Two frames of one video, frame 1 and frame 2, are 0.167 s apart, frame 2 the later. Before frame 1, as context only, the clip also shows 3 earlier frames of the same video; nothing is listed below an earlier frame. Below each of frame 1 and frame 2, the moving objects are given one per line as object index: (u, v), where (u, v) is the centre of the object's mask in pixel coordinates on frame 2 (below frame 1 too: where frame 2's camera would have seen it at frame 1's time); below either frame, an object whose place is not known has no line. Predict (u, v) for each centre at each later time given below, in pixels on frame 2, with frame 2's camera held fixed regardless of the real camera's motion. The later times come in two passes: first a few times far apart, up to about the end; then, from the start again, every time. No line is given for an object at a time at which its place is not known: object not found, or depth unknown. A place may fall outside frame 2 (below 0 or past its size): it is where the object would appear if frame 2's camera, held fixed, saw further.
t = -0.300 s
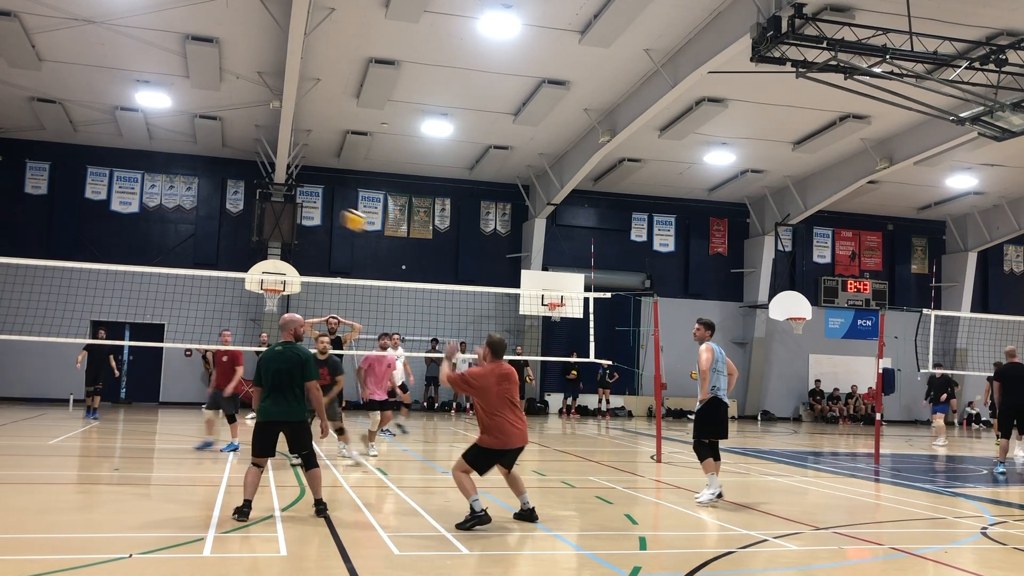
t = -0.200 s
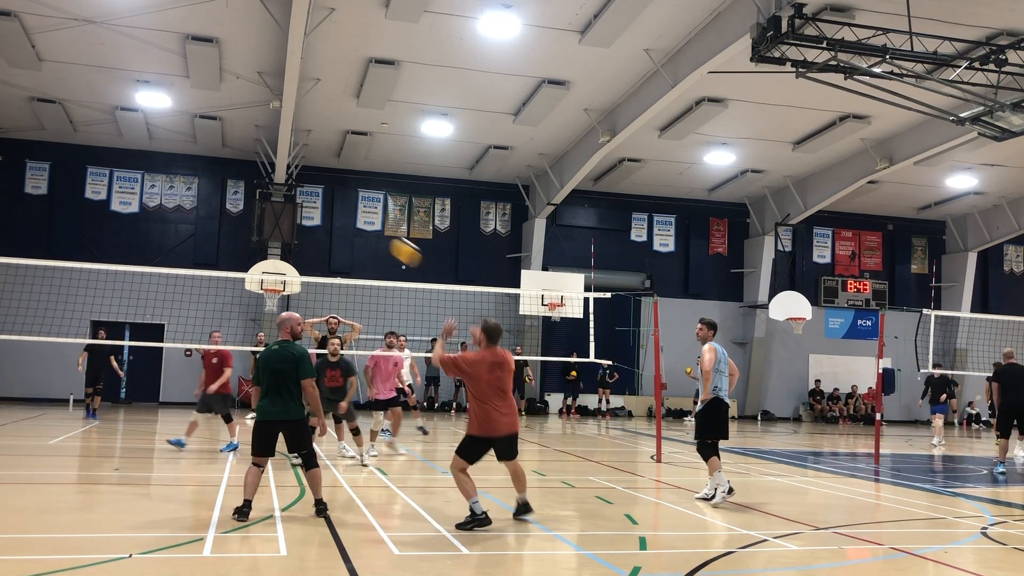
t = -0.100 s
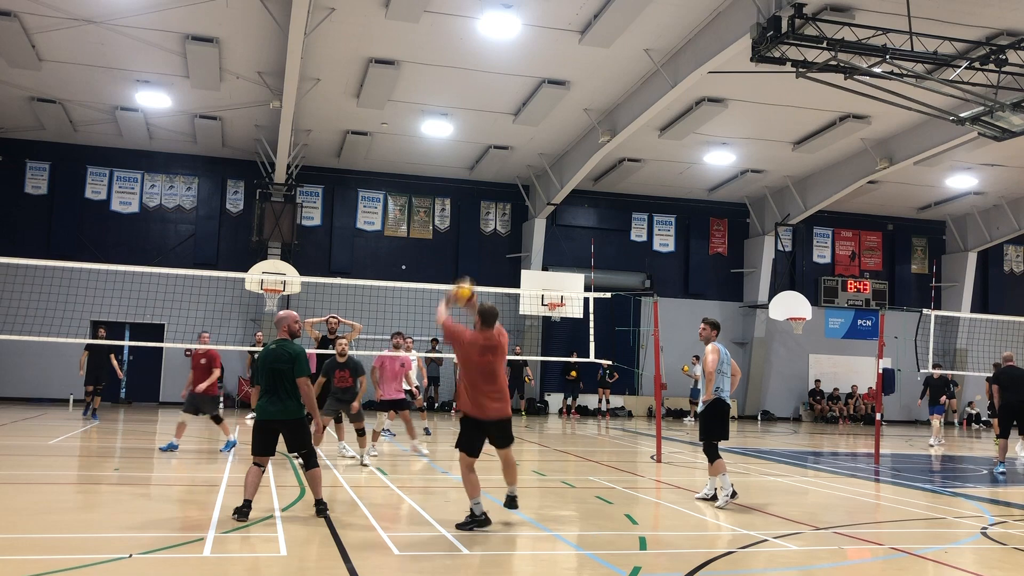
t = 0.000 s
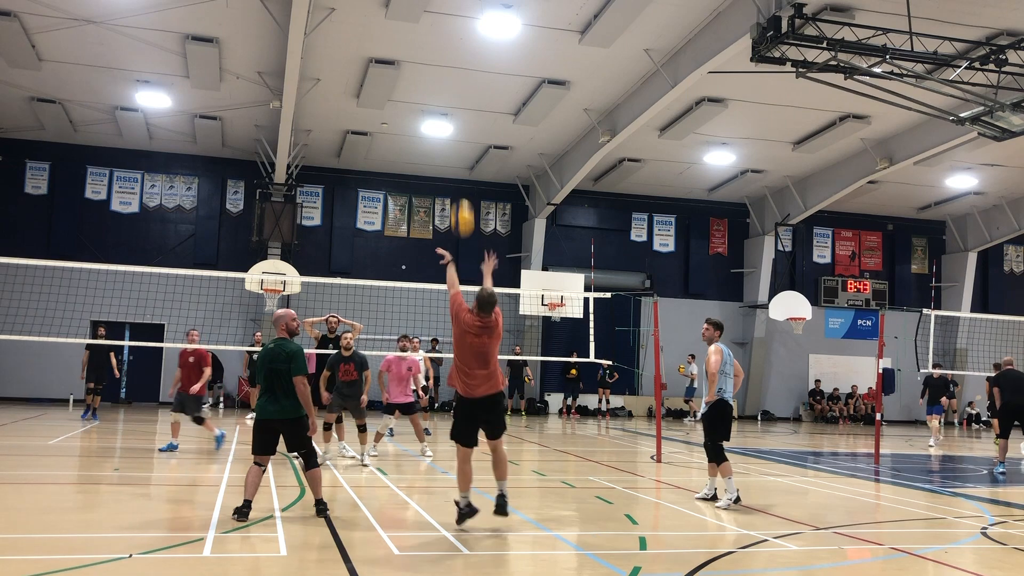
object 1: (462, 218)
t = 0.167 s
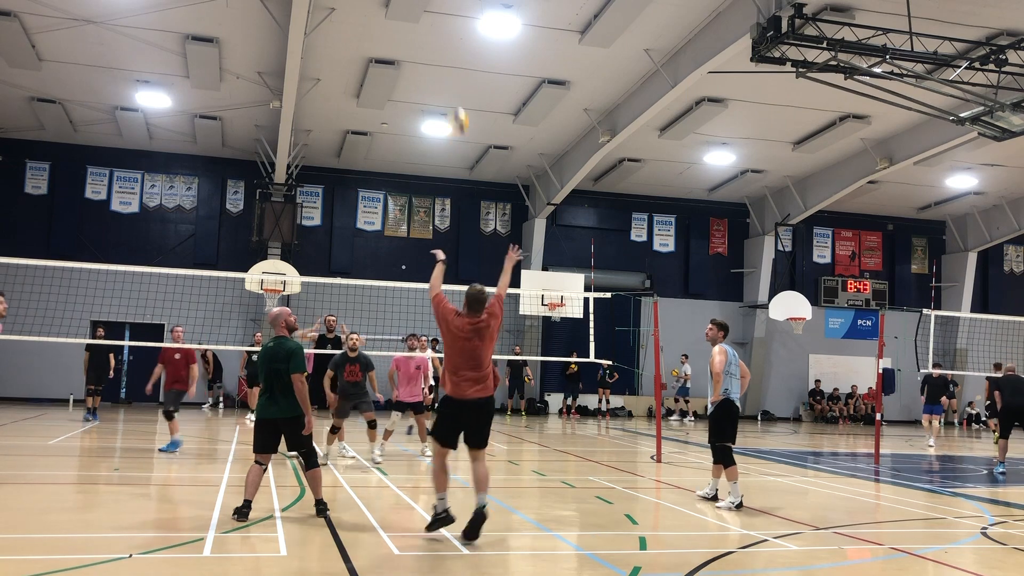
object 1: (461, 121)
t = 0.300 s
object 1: (453, 76)
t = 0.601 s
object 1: (442, 46)
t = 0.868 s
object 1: (432, 88)
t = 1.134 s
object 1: (419, 183)
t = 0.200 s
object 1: (457, 107)
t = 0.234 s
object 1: (455, 96)
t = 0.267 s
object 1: (454, 85)
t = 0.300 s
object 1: (453, 76)
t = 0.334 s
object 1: (451, 68)
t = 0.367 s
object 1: (451, 61)
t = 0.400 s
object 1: (450, 55)
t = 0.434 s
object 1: (449, 51)
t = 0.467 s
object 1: (448, 48)
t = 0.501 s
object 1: (446, 46)
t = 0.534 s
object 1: (445, 45)
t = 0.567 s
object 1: (444, 45)
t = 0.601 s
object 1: (442, 46)
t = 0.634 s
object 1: (441, 48)
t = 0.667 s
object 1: (440, 51)
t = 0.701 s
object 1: (438, 55)
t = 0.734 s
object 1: (437, 60)
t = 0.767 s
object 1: (435, 66)
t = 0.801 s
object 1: (434, 73)
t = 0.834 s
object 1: (433, 80)
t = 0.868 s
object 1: (432, 88)
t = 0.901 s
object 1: (430, 97)
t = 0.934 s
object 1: (428, 106)
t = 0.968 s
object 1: (426, 116)
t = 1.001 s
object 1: (424, 131)
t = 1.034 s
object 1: (424, 144)
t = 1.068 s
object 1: (422, 154)
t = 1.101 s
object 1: (420, 169)
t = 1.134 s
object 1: (419, 183)
